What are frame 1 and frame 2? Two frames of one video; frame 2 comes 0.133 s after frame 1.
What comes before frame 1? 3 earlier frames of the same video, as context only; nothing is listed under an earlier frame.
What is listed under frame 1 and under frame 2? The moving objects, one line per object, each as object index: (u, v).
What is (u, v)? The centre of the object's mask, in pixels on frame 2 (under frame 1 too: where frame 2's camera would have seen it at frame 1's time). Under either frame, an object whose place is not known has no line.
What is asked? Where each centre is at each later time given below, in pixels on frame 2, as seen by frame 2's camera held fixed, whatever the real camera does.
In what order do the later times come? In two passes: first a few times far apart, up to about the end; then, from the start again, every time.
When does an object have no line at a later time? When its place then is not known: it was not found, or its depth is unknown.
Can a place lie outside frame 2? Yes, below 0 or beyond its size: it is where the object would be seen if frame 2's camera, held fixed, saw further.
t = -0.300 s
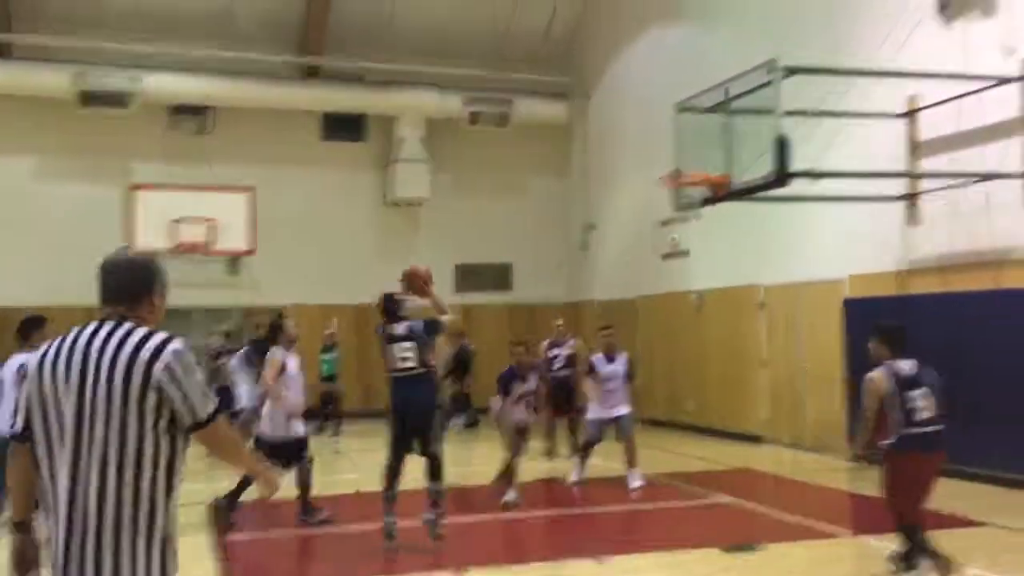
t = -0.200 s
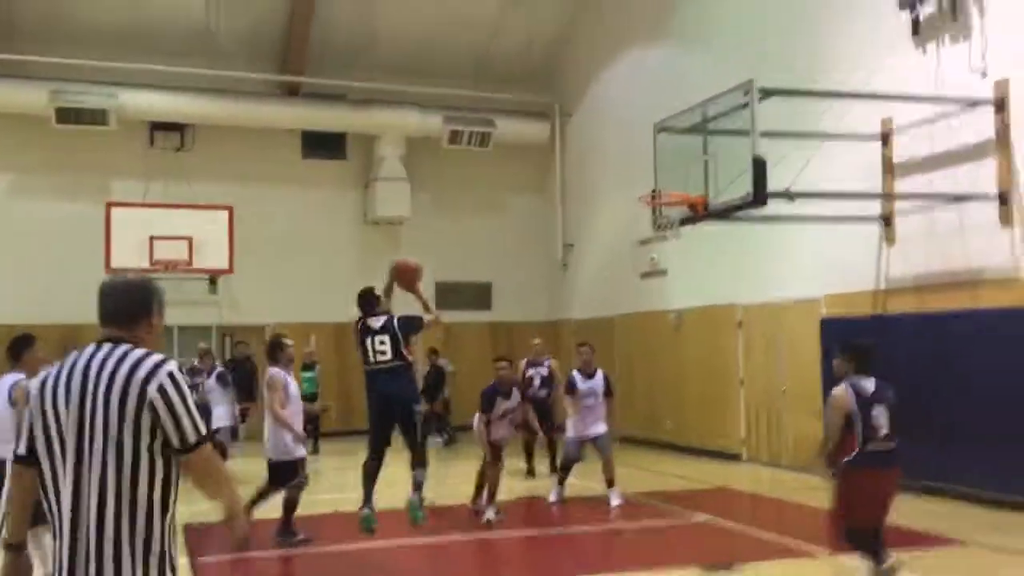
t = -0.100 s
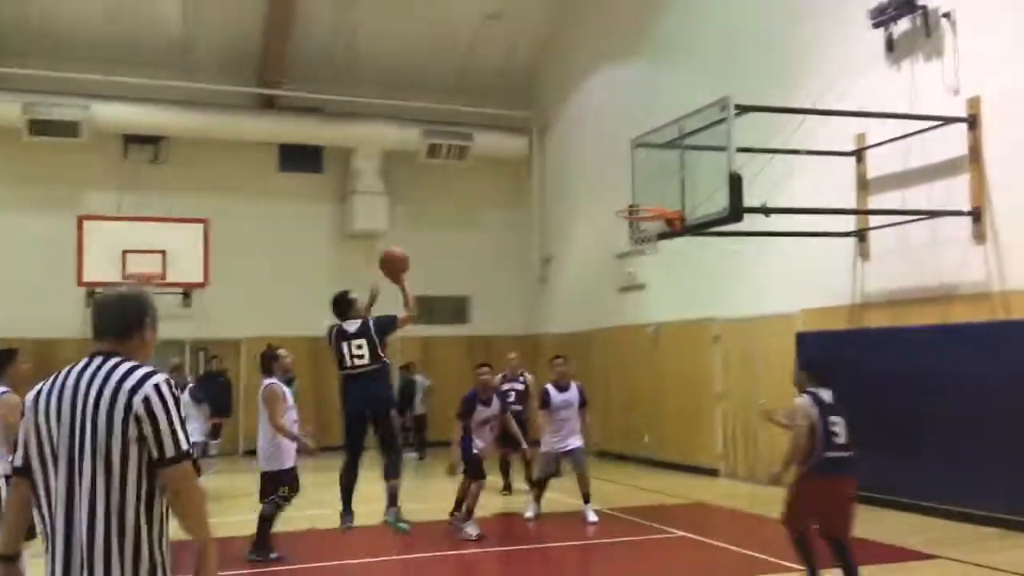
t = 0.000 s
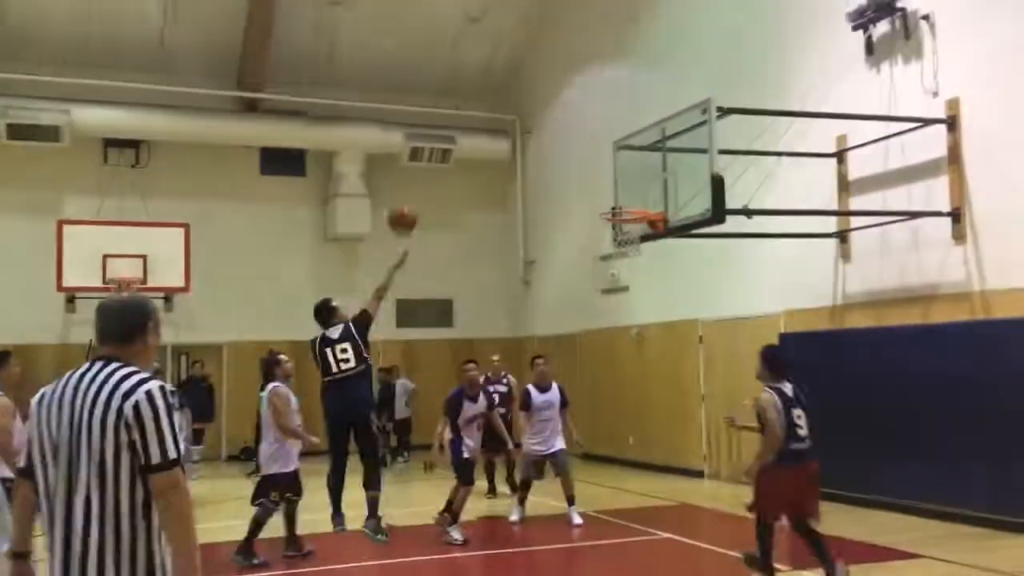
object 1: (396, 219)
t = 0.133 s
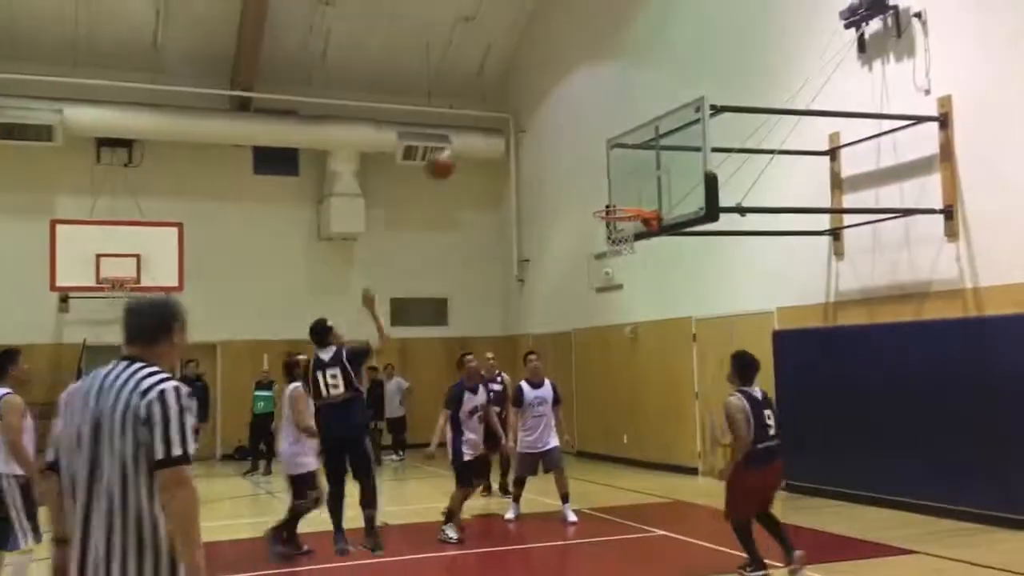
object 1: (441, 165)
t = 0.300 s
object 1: (490, 133)
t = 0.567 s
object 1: (561, 145)
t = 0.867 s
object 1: (621, 190)
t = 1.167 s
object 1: (602, 179)
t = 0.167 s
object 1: (449, 157)
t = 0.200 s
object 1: (460, 150)
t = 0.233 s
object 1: (471, 141)
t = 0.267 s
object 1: (479, 137)
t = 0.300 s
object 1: (490, 133)
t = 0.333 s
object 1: (500, 129)
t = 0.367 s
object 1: (509, 128)
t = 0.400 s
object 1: (517, 129)
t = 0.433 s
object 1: (527, 129)
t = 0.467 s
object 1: (536, 131)
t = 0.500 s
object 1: (544, 135)
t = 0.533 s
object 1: (552, 140)
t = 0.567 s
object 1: (561, 145)
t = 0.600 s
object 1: (570, 153)
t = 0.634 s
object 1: (578, 159)
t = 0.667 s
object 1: (587, 169)
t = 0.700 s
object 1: (596, 178)
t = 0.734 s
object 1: (604, 189)
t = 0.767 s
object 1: (612, 199)
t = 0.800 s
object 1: (617, 199)
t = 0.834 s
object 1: (619, 196)
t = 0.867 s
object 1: (621, 190)
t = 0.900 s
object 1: (623, 185)
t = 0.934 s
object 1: (625, 182)
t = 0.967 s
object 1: (622, 178)
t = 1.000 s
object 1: (619, 176)
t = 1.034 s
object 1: (615, 175)
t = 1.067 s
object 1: (612, 173)
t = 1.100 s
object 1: (609, 174)
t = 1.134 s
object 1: (605, 176)
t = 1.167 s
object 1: (602, 179)
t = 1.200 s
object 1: (599, 182)
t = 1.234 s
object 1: (595, 187)
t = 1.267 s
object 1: (592, 193)
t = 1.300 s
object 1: (589, 200)
